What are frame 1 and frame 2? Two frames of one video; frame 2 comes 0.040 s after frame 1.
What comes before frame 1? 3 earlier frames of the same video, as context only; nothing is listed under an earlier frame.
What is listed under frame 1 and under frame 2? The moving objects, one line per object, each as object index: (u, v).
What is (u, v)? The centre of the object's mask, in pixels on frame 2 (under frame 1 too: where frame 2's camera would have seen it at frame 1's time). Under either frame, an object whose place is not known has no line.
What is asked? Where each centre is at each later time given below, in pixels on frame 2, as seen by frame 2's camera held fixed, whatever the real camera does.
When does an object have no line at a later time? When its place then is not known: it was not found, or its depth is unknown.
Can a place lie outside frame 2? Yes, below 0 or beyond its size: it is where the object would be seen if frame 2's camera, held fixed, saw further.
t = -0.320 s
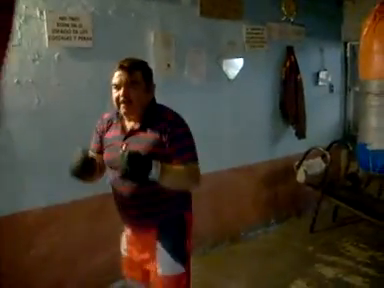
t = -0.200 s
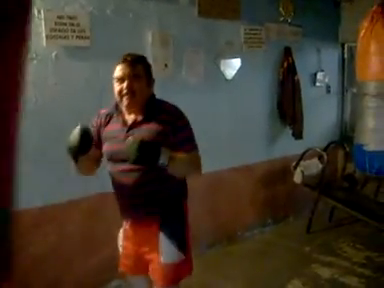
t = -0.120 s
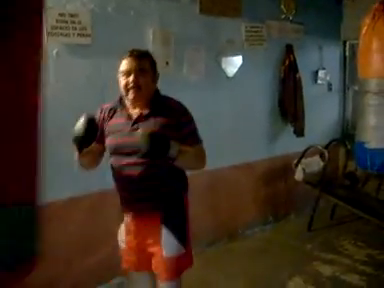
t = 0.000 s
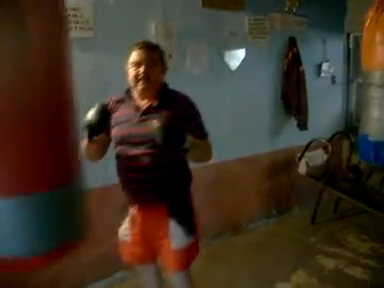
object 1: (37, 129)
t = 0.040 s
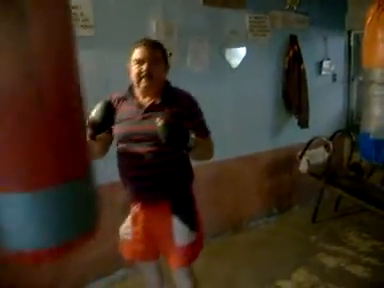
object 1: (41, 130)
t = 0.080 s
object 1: (46, 127)
